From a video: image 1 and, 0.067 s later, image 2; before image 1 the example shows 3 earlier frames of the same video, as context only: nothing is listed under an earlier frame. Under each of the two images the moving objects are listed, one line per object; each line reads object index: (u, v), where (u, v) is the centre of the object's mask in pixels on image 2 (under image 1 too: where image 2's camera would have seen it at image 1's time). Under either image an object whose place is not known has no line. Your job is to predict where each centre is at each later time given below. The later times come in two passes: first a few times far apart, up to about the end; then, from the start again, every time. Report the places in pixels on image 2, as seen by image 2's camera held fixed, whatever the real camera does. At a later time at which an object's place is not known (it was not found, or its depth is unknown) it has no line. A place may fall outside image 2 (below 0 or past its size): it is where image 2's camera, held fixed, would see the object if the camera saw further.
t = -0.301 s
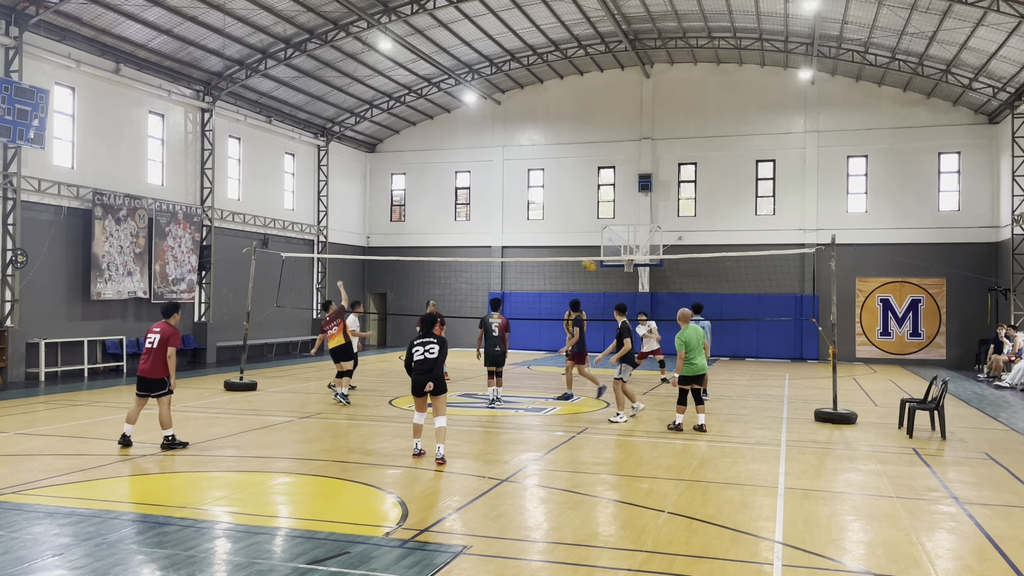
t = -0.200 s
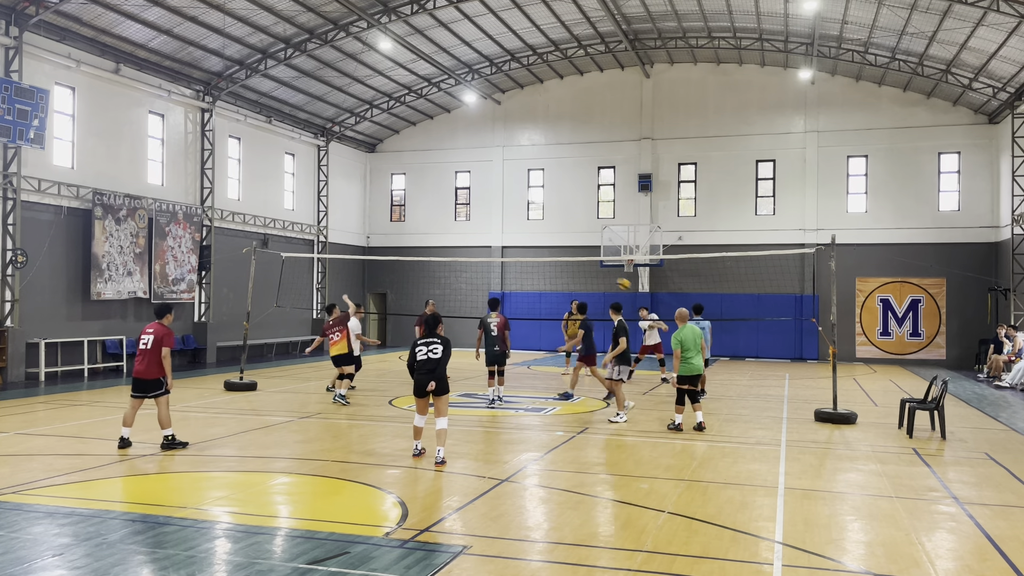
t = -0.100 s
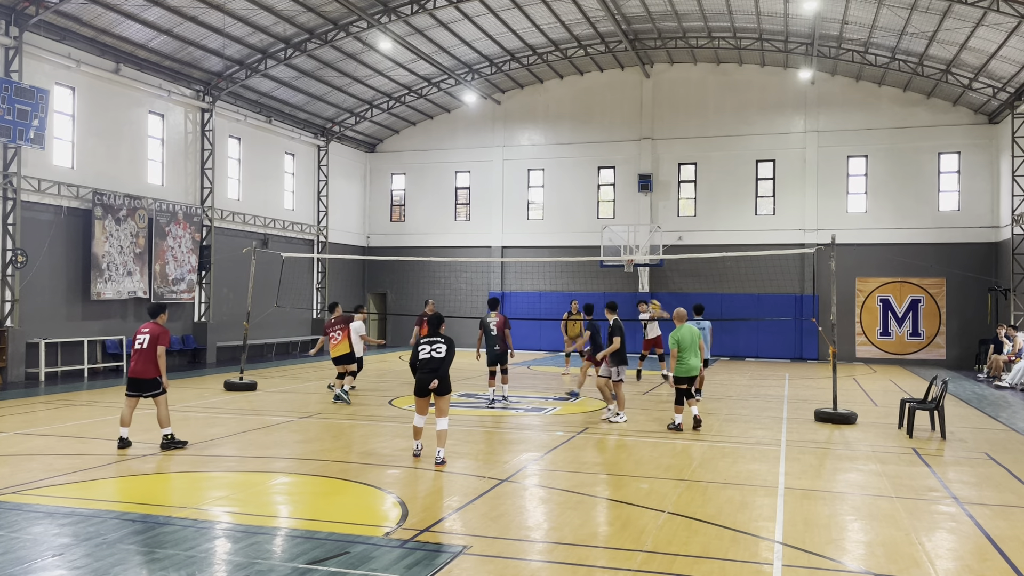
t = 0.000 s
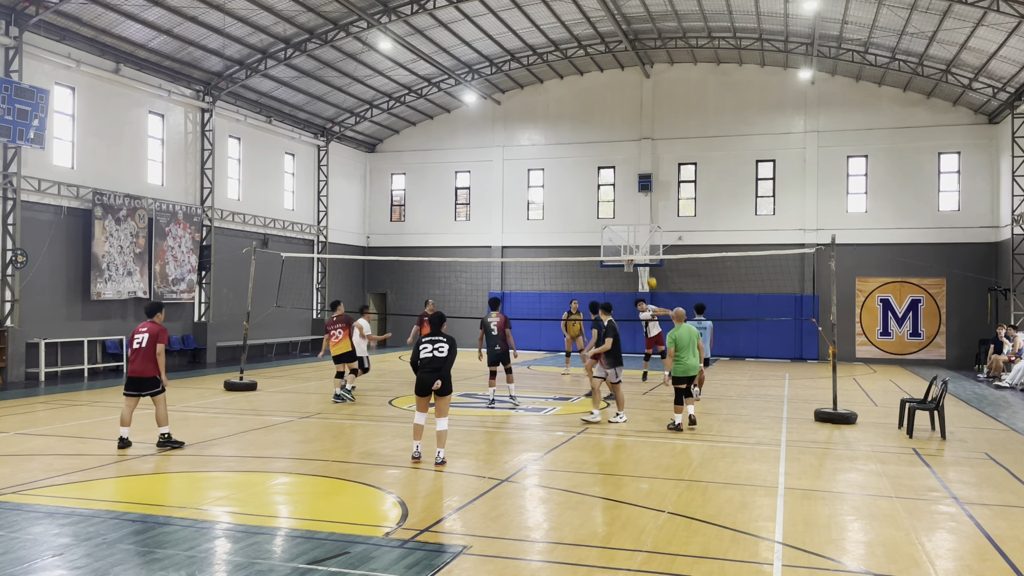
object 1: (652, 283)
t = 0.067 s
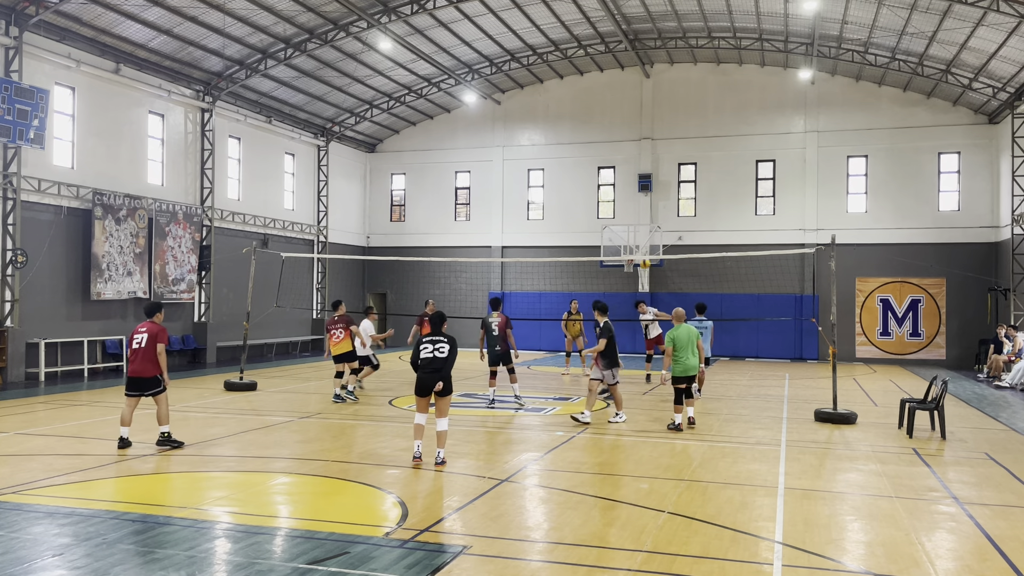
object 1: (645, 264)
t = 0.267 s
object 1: (625, 220)
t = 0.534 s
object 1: (598, 190)
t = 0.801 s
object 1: (571, 194)
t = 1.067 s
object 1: (543, 234)
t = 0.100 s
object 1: (642, 253)
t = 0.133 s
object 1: (638, 248)
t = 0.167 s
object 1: (635, 240)
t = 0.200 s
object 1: (631, 232)
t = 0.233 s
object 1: (628, 226)
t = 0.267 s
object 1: (625, 220)
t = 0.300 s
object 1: (622, 215)
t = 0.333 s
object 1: (619, 209)
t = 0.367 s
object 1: (615, 205)
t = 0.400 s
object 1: (612, 201)
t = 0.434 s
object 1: (609, 198)
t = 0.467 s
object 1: (605, 195)
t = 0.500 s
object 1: (602, 192)
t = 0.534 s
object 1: (598, 190)
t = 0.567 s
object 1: (595, 189)
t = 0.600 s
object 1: (592, 188)
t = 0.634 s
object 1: (588, 188)
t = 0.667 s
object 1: (585, 188)
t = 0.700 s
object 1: (582, 188)
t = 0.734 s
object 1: (578, 190)
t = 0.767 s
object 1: (575, 192)
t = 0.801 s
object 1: (571, 194)
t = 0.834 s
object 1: (567, 197)
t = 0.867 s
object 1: (564, 201)
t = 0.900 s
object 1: (560, 205)
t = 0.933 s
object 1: (557, 210)
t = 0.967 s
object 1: (553, 215)
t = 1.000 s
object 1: (550, 221)
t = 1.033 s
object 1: (546, 228)
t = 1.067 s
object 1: (543, 234)
